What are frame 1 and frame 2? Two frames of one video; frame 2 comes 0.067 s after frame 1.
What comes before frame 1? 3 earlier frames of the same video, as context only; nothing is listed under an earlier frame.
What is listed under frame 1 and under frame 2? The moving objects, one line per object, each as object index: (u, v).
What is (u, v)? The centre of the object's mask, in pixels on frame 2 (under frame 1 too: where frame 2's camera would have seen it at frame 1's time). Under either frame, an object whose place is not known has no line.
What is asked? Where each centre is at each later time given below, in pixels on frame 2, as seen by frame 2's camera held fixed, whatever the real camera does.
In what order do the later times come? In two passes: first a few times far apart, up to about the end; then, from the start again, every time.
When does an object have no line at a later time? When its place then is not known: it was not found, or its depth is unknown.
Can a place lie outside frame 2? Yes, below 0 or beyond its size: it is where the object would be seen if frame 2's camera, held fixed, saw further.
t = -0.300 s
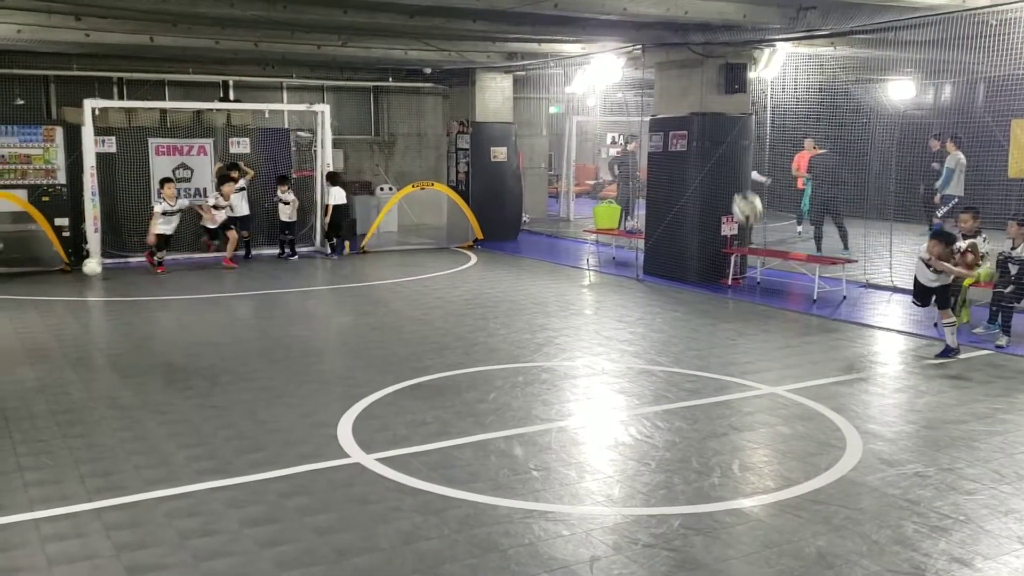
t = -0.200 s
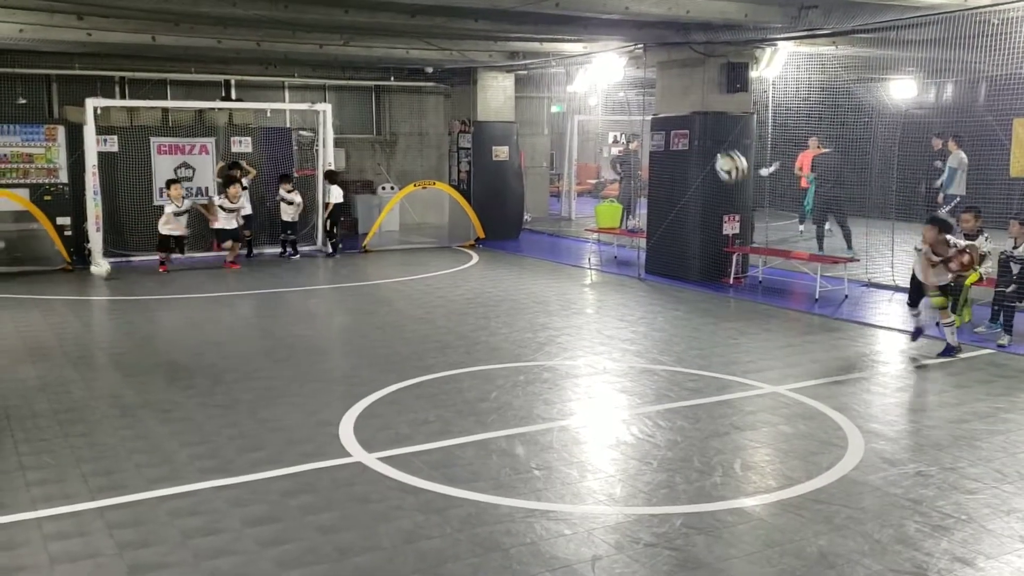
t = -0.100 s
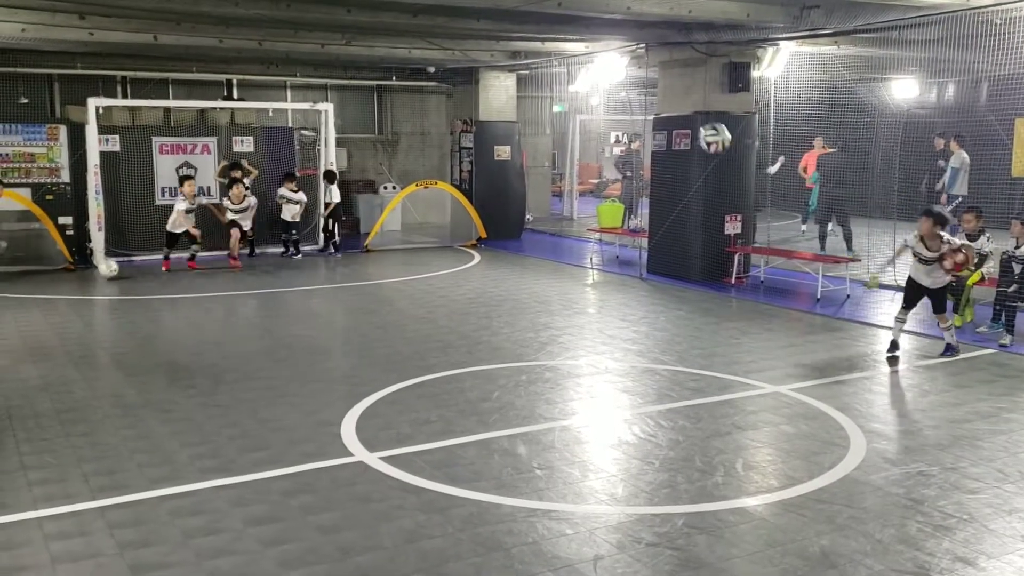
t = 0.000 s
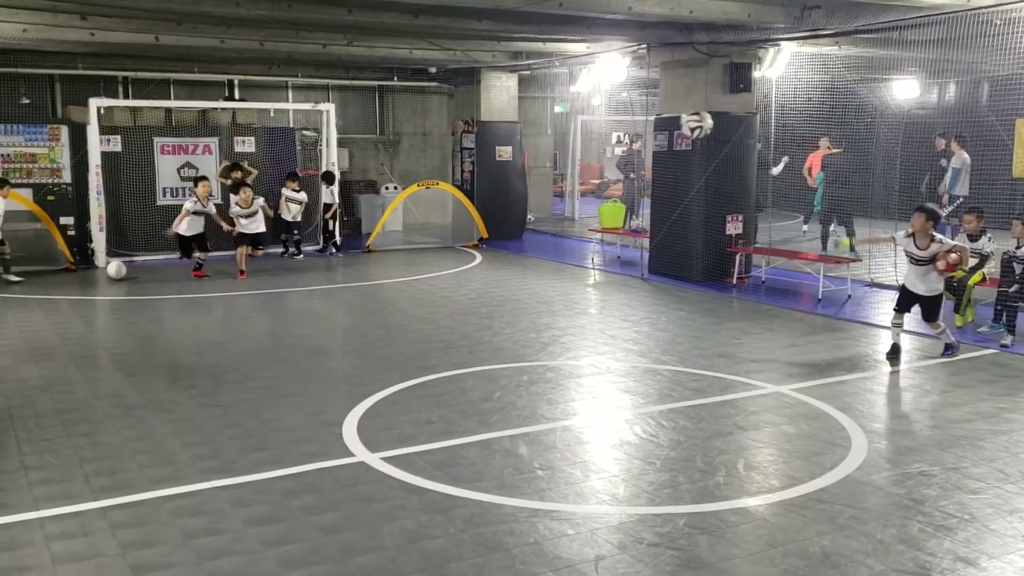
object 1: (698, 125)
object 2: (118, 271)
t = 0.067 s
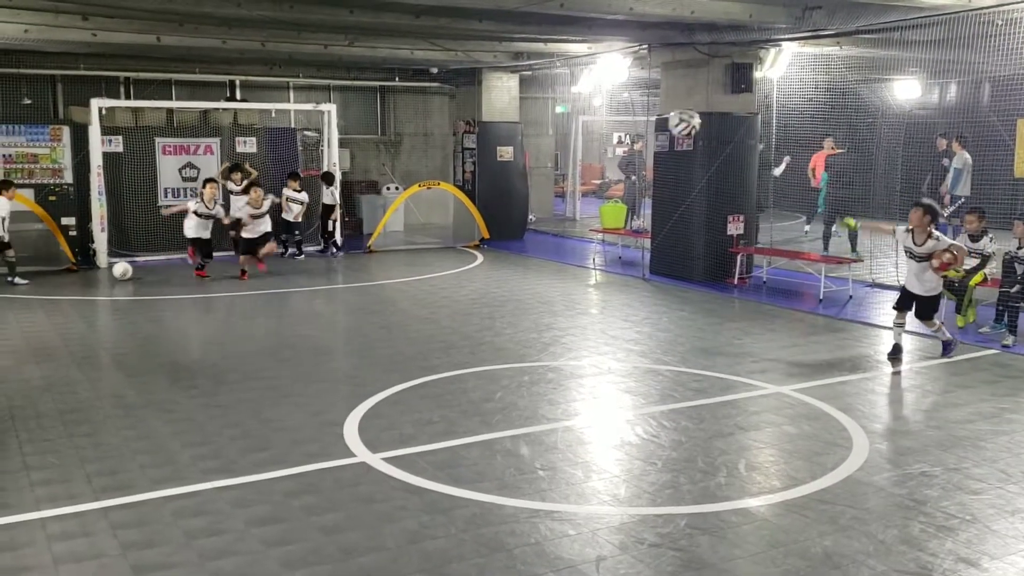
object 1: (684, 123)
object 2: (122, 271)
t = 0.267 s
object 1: (642, 157)
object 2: (135, 271)
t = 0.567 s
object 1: (581, 313)
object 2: (154, 272)
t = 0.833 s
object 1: (533, 285)
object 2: (170, 272)
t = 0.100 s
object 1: (678, 124)
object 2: (124, 270)
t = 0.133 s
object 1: (670, 128)
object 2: (126, 270)
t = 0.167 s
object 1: (664, 132)
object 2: (129, 271)
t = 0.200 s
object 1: (657, 139)
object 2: (131, 272)
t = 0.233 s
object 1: (650, 148)
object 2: (133, 271)
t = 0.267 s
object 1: (642, 157)
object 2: (135, 271)
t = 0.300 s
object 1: (634, 166)
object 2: (137, 272)
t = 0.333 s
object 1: (628, 181)
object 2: (139, 272)
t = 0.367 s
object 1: (622, 193)
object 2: (141, 272)
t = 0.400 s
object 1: (614, 209)
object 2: (143, 272)
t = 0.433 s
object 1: (608, 227)
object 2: (145, 272)
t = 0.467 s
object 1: (599, 248)
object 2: (148, 272)
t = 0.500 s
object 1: (593, 267)
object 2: (149, 272)
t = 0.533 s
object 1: (588, 288)
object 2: (151, 272)
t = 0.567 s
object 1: (581, 313)
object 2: (154, 272)
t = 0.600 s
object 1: (574, 335)
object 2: (156, 272)
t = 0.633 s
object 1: (566, 364)
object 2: (158, 272)
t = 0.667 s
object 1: (560, 361)
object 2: (160, 272)
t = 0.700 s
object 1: (555, 344)
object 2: (162, 272)
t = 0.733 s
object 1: (549, 326)
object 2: (164, 272)
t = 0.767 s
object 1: (543, 311)
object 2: (166, 272)
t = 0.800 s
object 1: (539, 297)
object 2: (168, 272)
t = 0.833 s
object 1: (533, 285)
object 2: (170, 272)
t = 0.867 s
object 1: (528, 274)
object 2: (172, 272)
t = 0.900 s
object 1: (522, 265)
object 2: (174, 272)
